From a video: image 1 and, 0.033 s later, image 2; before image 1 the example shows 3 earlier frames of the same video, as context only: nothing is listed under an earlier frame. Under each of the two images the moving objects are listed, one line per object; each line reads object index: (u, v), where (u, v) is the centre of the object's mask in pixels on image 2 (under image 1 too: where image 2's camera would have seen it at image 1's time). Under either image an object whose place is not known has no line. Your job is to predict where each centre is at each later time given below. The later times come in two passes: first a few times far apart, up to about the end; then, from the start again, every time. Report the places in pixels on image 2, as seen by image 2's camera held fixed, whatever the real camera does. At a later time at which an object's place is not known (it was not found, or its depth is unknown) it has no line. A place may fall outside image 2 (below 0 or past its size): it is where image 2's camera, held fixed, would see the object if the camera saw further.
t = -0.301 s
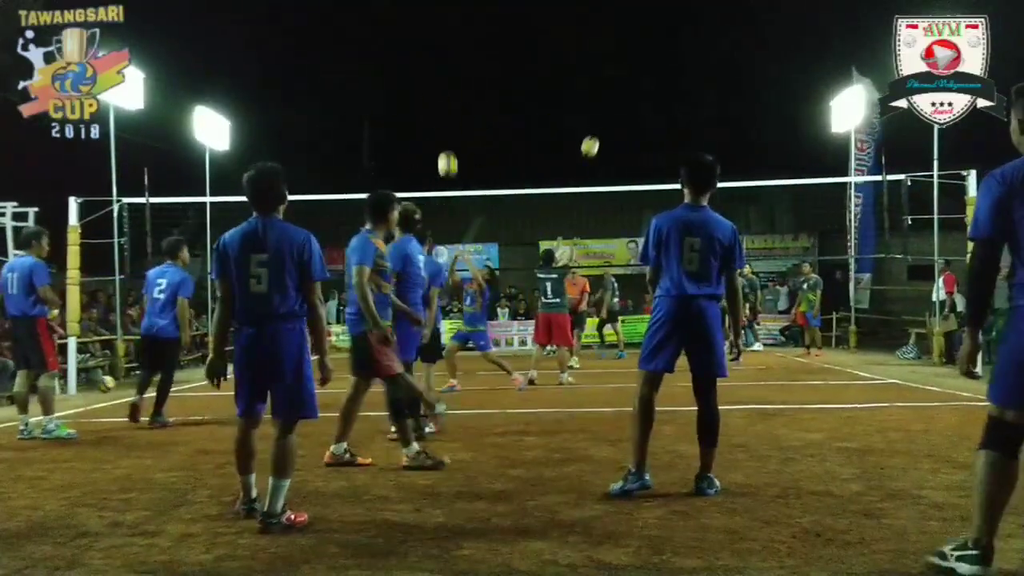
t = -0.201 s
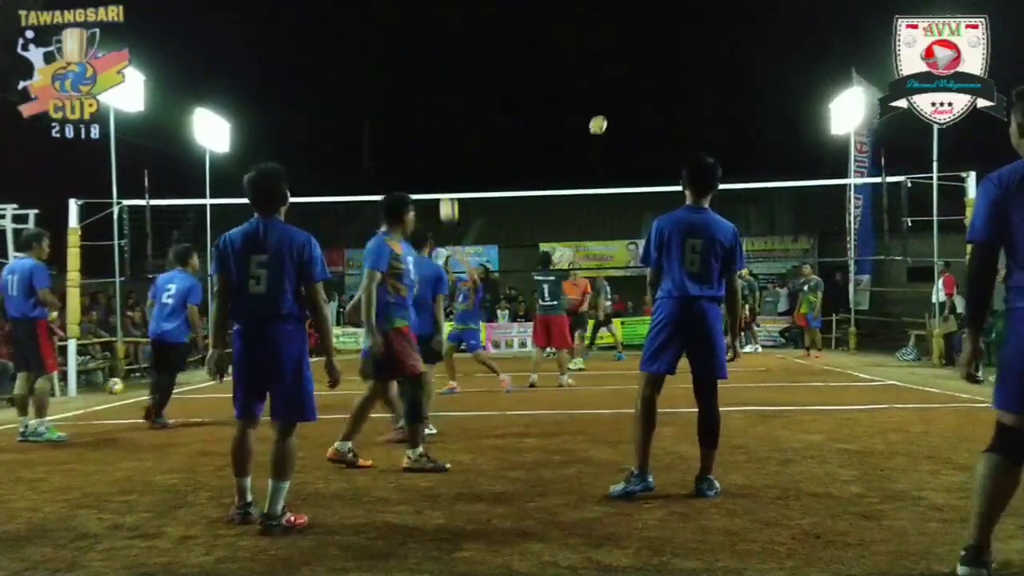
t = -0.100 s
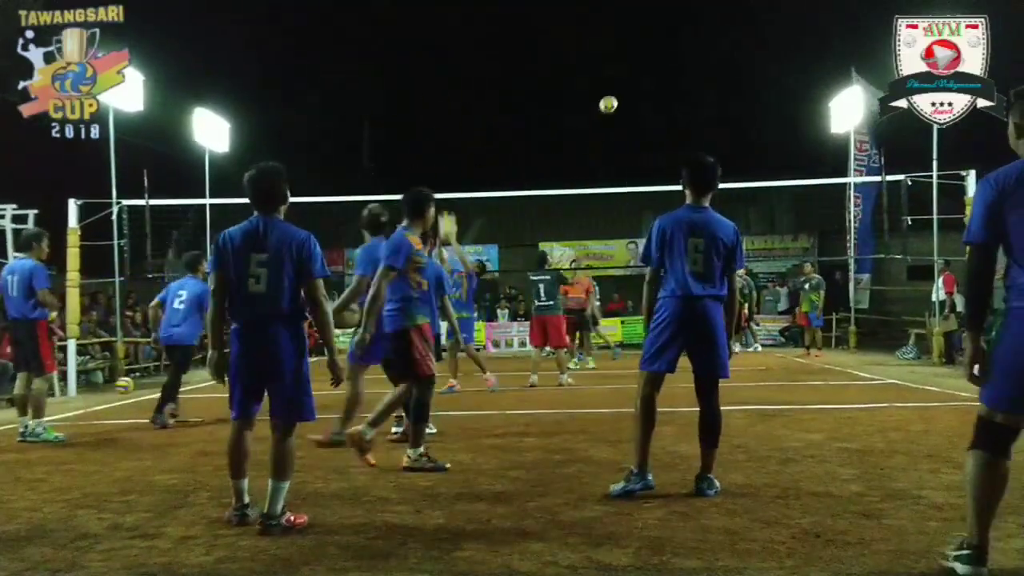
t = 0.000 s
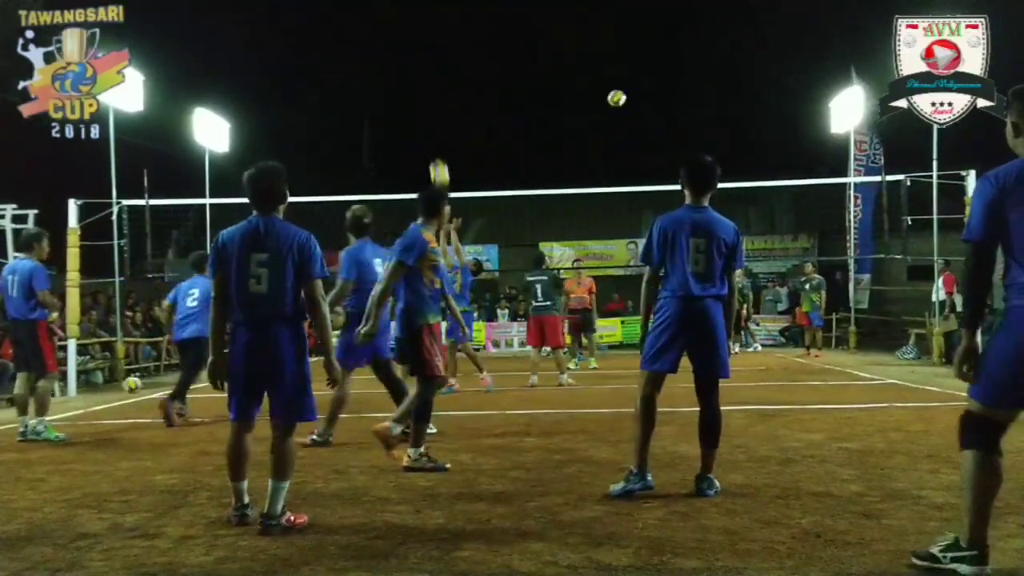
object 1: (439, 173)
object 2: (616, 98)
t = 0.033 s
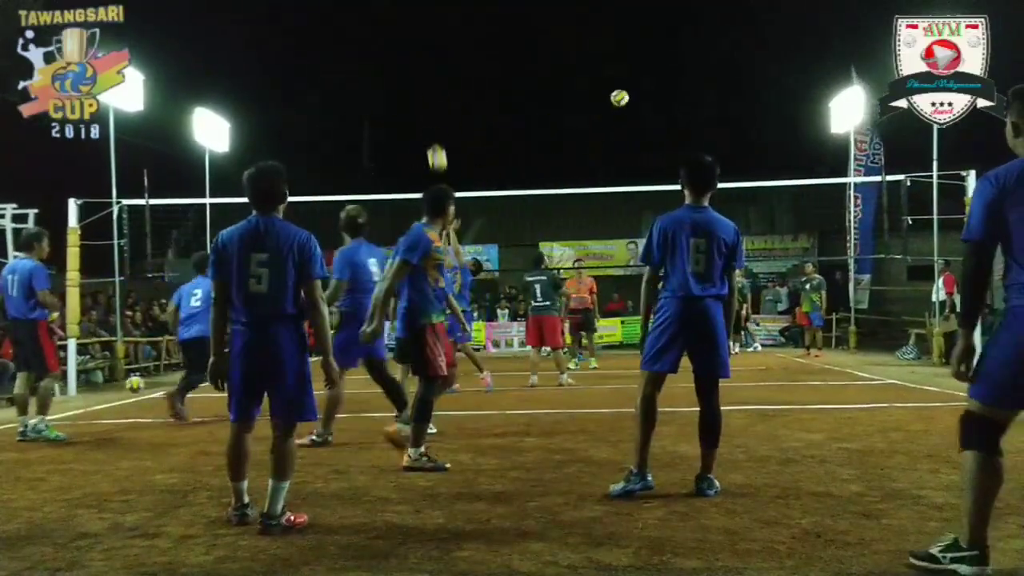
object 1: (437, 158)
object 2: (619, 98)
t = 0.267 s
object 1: (420, 77)
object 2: (640, 117)
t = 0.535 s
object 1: (400, 42)
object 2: (662, 186)
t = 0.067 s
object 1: (435, 143)
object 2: (622, 98)
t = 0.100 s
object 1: (432, 129)
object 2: (625, 99)
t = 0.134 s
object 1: (430, 117)
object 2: (628, 101)
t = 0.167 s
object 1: (427, 106)
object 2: (631, 104)
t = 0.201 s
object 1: (425, 95)
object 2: (634, 108)
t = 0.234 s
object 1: (422, 86)
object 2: (637, 112)
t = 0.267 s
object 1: (420, 77)
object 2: (640, 117)
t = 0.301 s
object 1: (417, 69)
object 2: (643, 124)
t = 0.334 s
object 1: (415, 63)
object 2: (645, 130)
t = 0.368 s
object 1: (412, 57)
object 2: (648, 138)
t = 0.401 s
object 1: (409, 52)
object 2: (651, 146)
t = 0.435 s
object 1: (407, 48)
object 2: (654, 155)
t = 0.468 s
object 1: (405, 45)
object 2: (657, 165)
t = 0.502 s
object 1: (403, 43)
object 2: (660, 175)
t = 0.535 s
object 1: (400, 42)
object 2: (662, 186)
